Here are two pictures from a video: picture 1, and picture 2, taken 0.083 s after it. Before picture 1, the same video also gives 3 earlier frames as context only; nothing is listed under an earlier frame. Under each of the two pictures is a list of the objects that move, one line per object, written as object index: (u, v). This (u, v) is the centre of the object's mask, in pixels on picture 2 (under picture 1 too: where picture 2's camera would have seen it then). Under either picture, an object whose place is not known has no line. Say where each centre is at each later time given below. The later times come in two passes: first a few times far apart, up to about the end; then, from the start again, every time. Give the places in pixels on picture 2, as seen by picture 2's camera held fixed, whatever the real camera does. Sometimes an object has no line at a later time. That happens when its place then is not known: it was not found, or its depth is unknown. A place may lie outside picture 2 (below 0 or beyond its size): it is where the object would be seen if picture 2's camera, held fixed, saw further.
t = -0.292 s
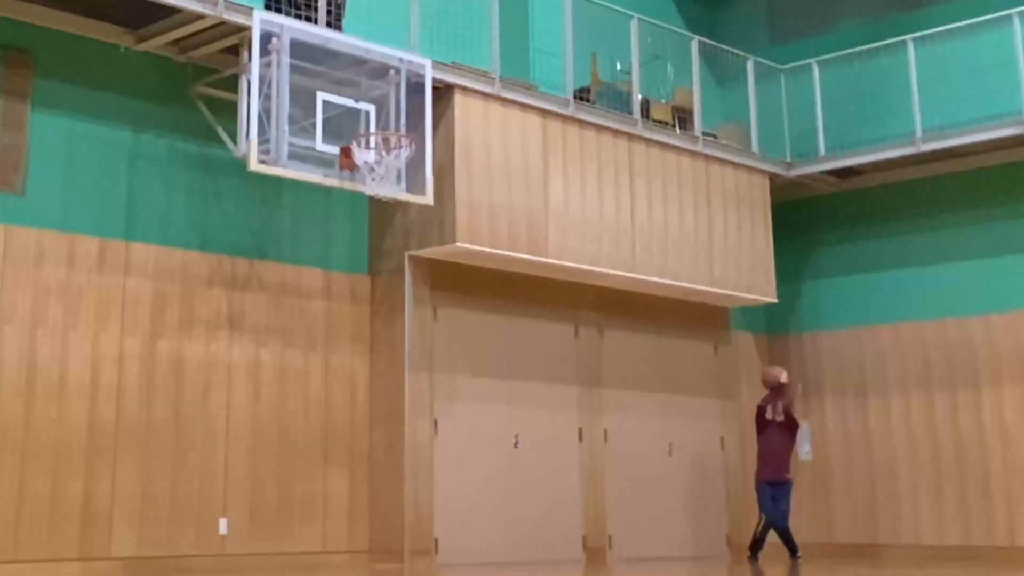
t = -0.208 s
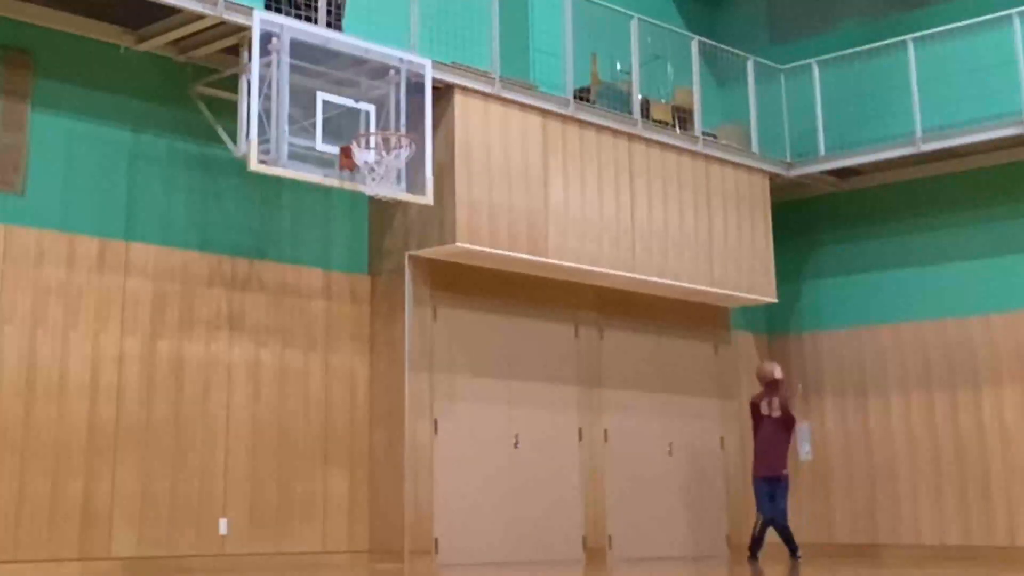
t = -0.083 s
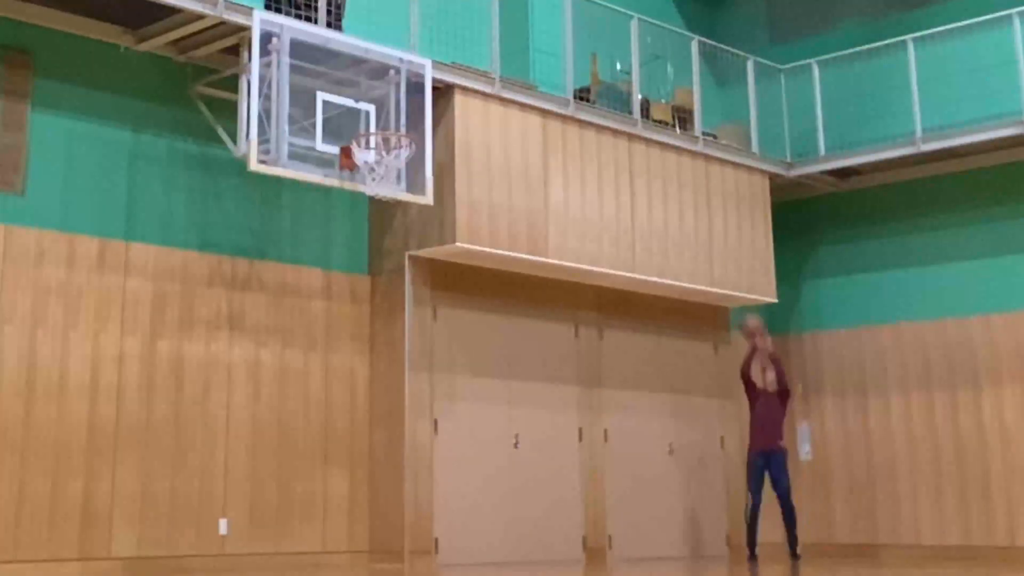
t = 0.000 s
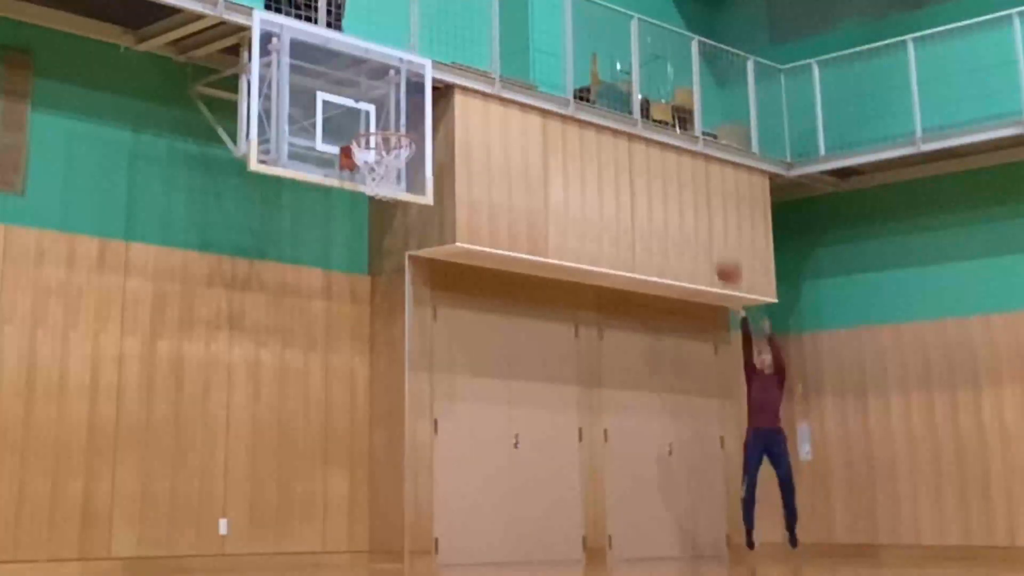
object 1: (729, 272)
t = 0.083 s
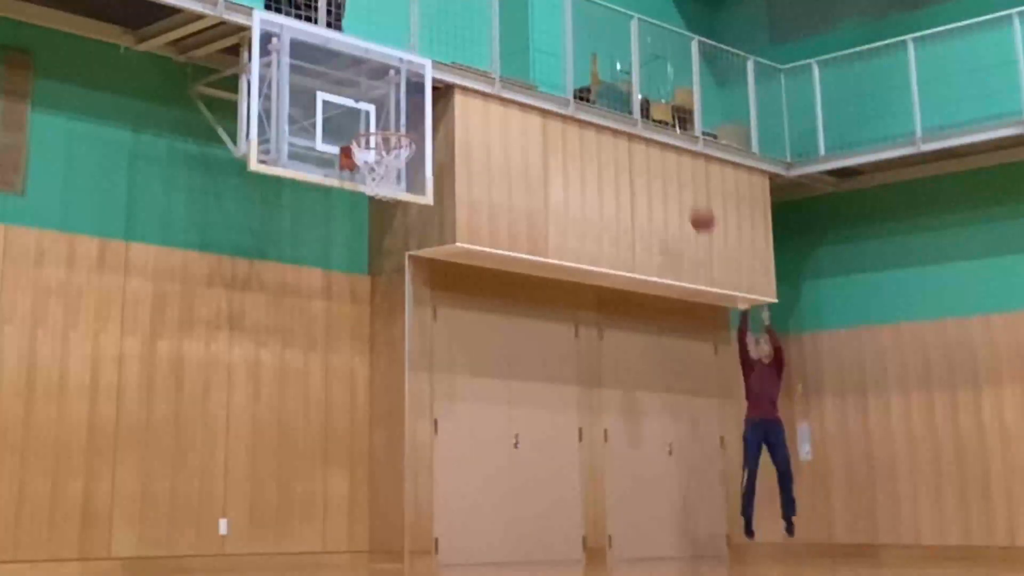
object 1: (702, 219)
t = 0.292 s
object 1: (640, 117)
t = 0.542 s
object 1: (561, 48)
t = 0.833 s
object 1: (463, 48)
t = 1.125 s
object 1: (381, 134)
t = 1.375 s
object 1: (372, 91)
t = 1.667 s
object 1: (383, 125)
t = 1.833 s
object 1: (389, 197)
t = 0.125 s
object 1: (690, 196)
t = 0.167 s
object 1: (676, 173)
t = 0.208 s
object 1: (664, 154)
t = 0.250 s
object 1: (651, 134)
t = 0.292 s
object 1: (640, 117)
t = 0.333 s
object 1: (627, 101)
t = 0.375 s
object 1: (615, 90)
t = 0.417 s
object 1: (601, 76)
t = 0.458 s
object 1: (588, 65)
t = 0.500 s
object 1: (575, 55)
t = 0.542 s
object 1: (561, 48)
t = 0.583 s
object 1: (548, 43)
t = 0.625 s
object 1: (534, 39)
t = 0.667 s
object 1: (521, 37)
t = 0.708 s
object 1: (507, 36)
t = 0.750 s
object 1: (493, 38)
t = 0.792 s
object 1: (478, 42)
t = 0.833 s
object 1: (463, 48)
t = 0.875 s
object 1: (448, 56)
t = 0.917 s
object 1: (433, 66)
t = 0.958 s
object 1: (417, 78)
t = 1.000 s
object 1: (401, 93)
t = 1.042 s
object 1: (385, 111)
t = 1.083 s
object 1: (365, 130)
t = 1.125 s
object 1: (381, 134)
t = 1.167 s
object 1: (400, 127)
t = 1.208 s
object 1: (393, 118)
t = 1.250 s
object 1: (387, 108)
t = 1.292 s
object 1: (381, 99)
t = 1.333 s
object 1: (377, 94)
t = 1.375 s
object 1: (372, 91)
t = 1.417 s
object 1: (370, 91)
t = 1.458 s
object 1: (372, 92)
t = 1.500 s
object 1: (373, 96)
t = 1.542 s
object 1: (376, 100)
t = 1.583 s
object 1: (378, 109)
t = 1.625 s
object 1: (380, 118)
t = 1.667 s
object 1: (383, 125)
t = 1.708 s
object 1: (384, 148)
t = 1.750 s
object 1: (387, 161)
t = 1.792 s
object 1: (388, 178)
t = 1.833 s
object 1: (389, 197)
